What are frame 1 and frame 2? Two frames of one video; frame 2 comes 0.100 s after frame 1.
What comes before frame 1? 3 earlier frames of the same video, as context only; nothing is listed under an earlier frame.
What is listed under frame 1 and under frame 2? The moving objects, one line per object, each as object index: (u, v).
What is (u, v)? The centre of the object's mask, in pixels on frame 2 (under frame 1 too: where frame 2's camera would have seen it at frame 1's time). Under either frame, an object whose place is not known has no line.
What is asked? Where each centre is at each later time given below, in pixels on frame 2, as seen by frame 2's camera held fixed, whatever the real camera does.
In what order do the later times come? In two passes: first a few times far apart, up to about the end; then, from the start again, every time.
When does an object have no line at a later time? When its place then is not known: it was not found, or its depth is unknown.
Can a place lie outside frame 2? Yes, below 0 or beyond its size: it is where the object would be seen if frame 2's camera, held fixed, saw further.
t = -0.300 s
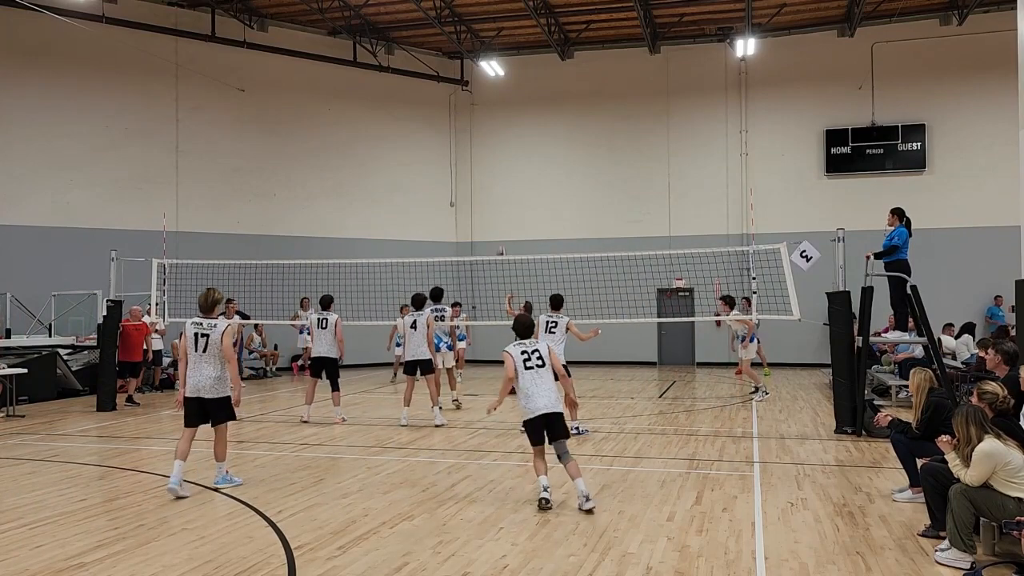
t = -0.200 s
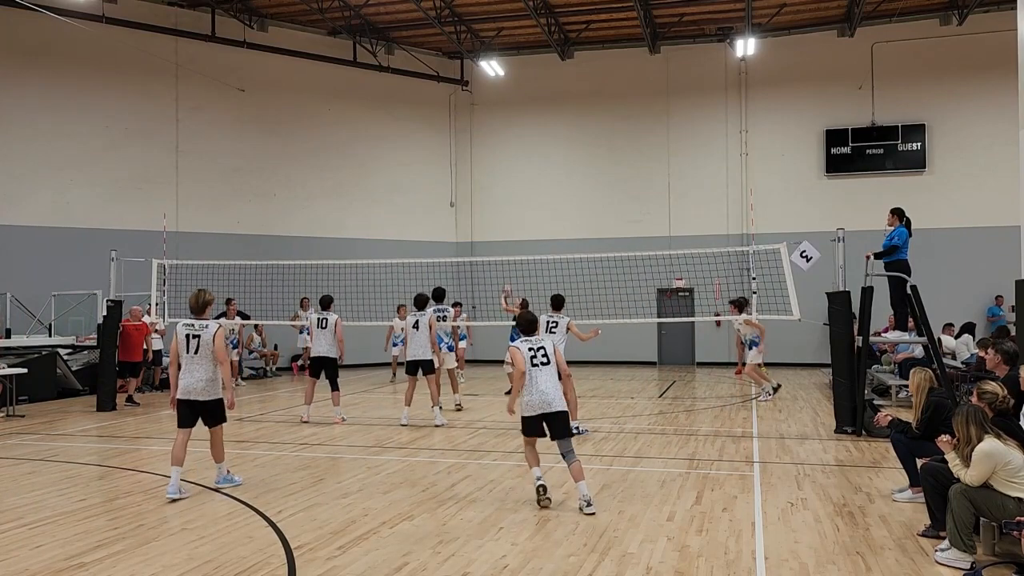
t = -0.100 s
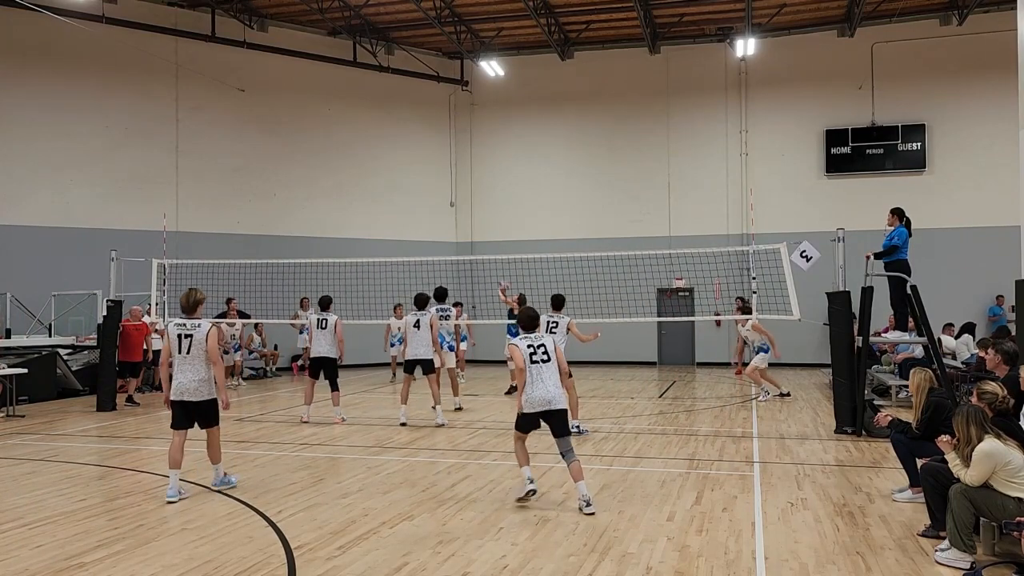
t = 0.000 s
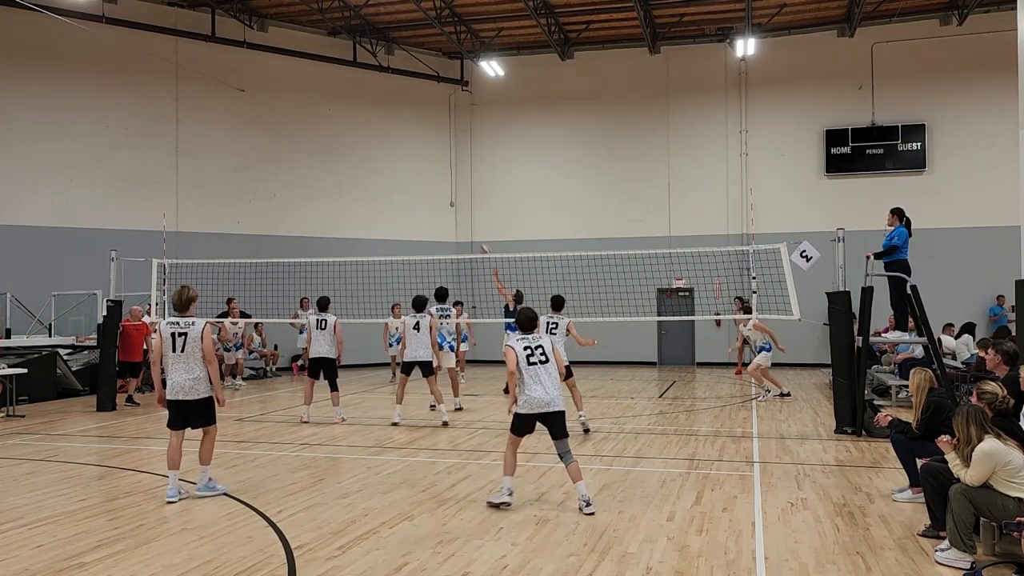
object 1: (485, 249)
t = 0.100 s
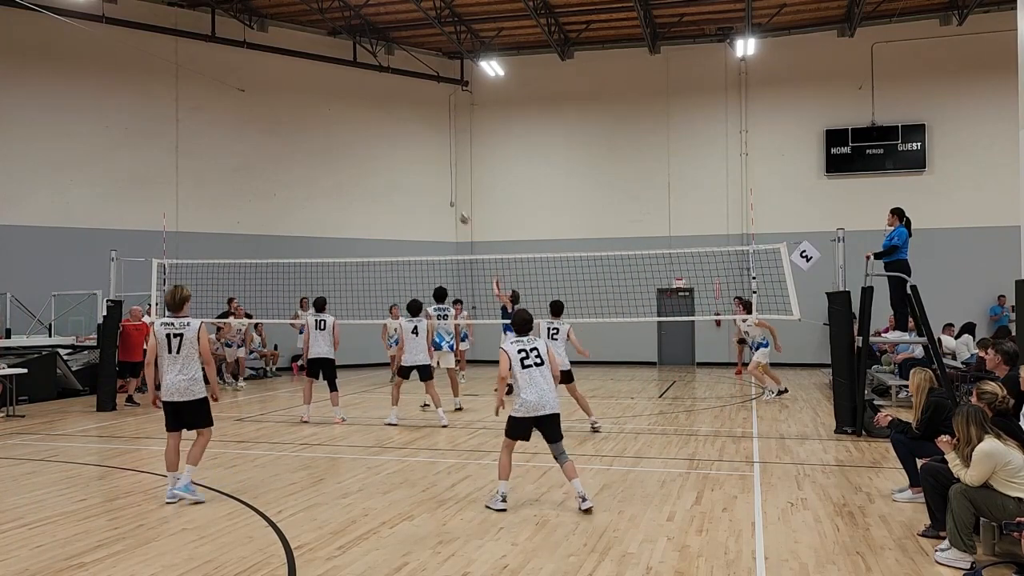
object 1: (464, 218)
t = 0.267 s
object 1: (431, 176)
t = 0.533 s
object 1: (379, 138)
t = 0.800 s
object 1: (329, 138)
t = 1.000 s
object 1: (291, 164)
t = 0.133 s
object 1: (457, 208)
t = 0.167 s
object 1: (451, 200)
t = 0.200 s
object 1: (444, 191)
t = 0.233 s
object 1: (437, 183)
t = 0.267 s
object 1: (431, 176)
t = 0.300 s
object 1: (424, 169)
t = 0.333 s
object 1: (418, 163)
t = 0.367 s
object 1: (411, 158)
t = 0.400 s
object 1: (404, 152)
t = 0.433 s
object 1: (398, 148)
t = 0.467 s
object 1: (392, 144)
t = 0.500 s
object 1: (385, 141)
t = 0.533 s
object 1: (379, 138)
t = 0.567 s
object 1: (372, 136)
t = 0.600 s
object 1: (366, 135)
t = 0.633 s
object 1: (360, 134)
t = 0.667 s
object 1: (354, 134)
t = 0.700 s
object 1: (347, 134)
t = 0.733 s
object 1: (341, 135)
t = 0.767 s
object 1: (335, 136)
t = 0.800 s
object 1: (329, 138)
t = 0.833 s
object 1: (322, 141)
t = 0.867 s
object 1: (316, 144)
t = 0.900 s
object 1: (310, 148)
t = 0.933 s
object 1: (303, 153)
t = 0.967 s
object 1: (297, 158)
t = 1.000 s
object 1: (291, 164)
